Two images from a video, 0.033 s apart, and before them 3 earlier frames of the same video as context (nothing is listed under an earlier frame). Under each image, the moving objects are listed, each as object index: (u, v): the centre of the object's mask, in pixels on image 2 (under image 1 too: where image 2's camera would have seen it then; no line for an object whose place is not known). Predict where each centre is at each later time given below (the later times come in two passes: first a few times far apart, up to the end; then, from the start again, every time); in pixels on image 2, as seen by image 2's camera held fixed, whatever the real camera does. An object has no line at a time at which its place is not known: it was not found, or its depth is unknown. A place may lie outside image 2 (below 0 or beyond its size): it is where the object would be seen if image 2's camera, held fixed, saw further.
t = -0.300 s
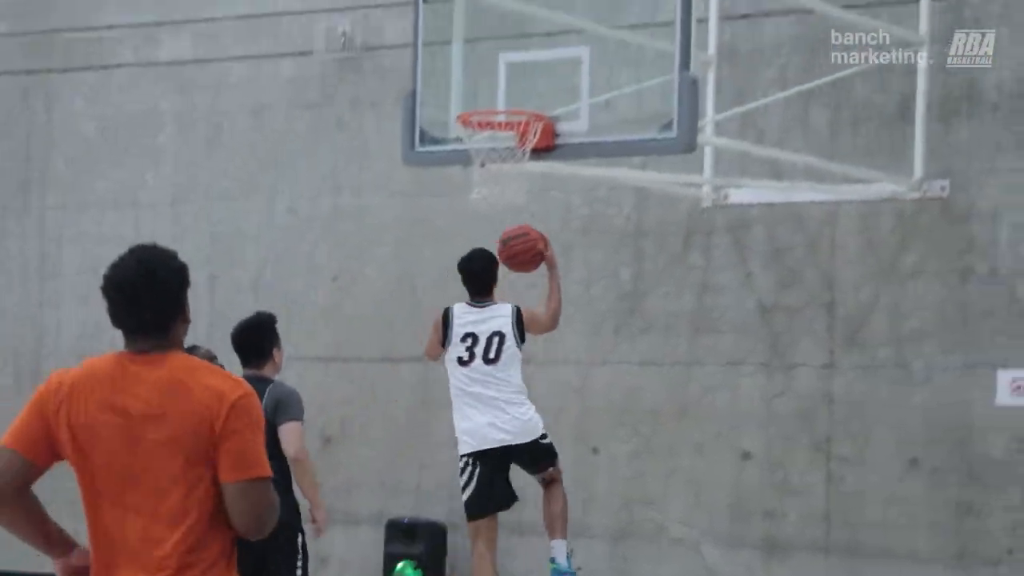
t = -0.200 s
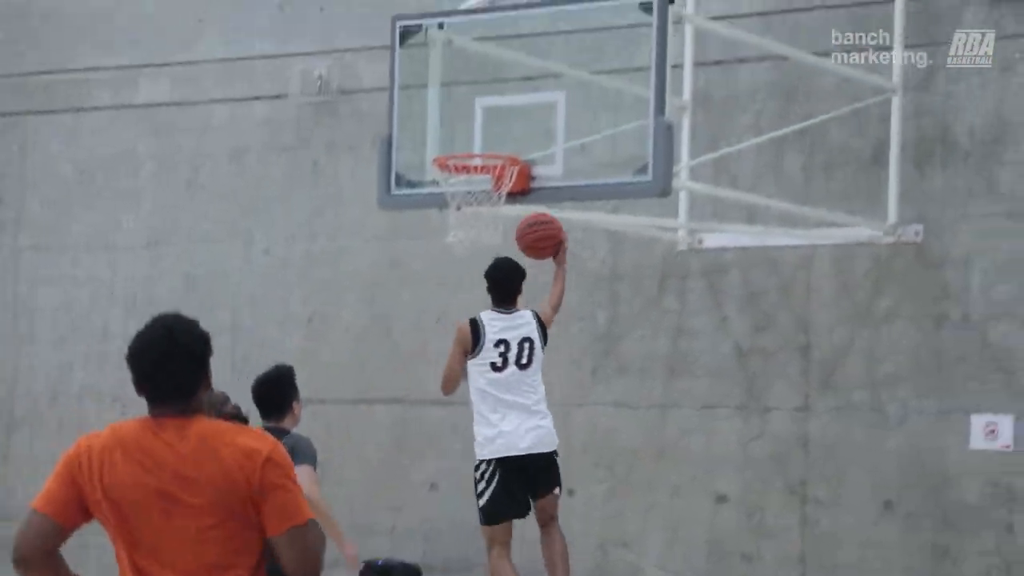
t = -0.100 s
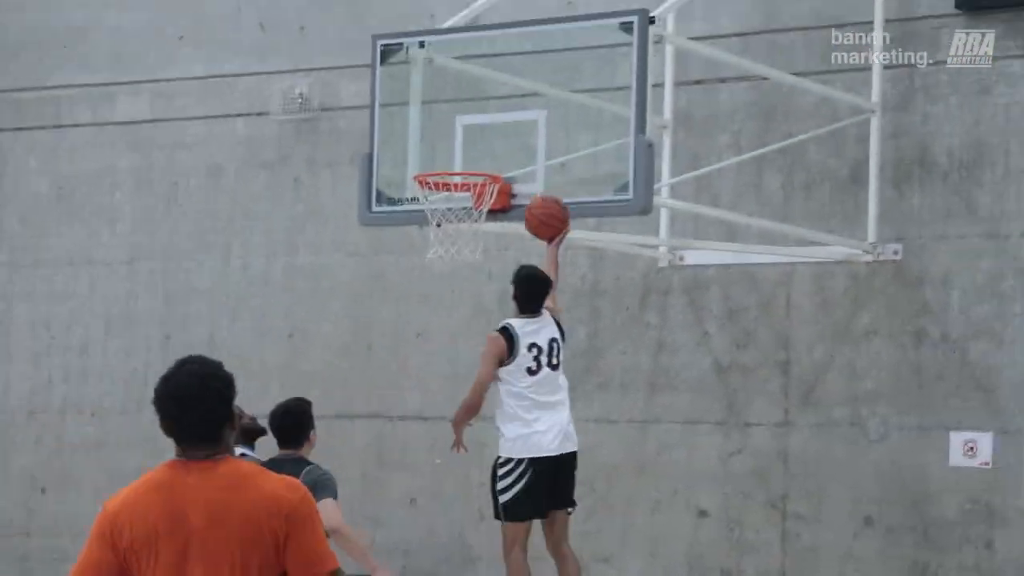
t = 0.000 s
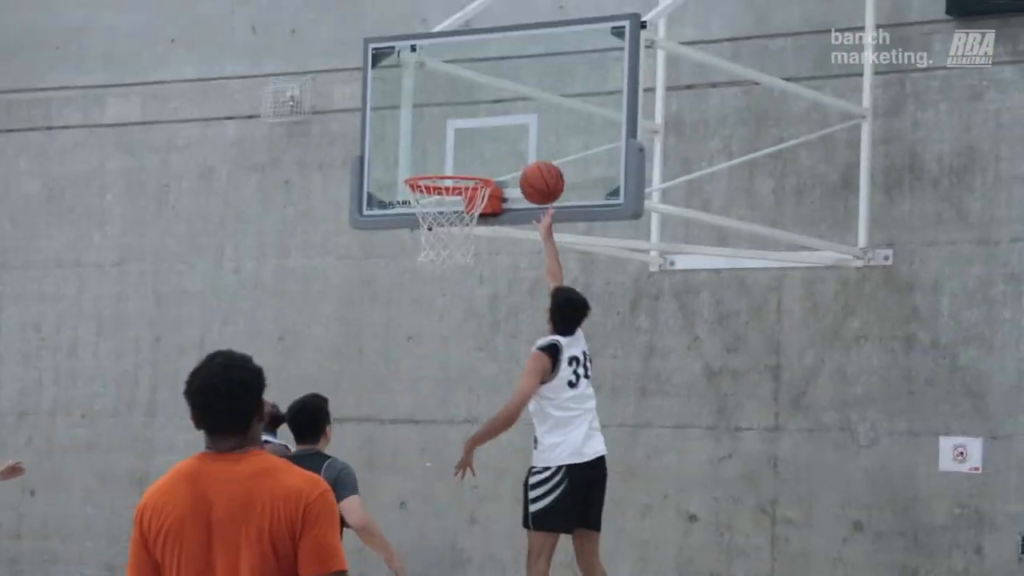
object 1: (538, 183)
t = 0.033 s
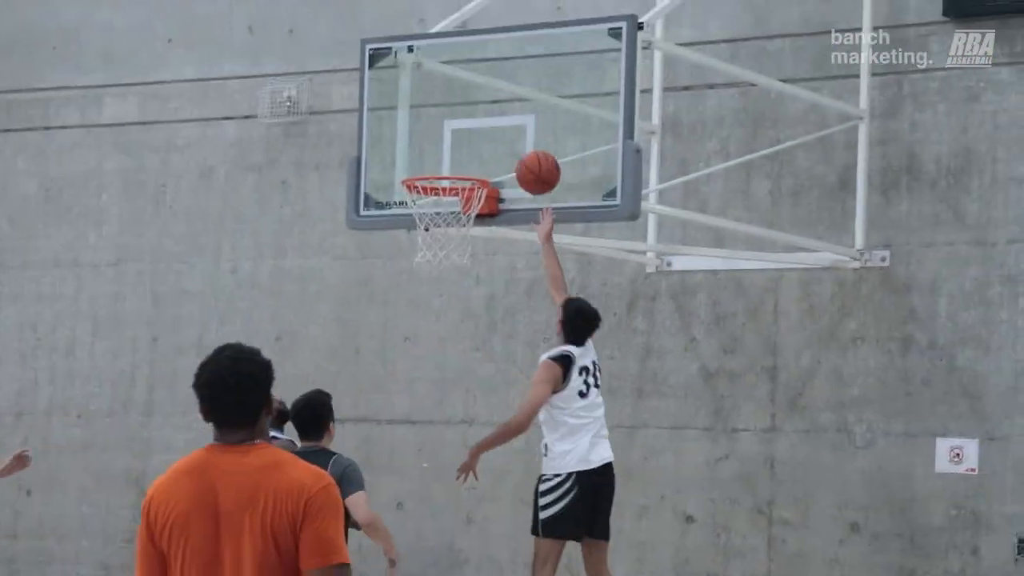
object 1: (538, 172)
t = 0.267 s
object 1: (506, 135)
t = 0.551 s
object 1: (432, 158)
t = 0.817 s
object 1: (442, 198)
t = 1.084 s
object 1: (461, 291)
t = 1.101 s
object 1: (462, 300)
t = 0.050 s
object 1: (537, 168)
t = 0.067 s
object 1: (537, 163)
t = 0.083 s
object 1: (536, 160)
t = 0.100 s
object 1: (536, 157)
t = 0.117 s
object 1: (535, 154)
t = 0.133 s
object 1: (535, 151)
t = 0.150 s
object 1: (535, 150)
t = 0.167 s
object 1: (534, 148)
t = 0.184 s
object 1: (533, 147)
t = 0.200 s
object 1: (528, 144)
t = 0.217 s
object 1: (523, 141)
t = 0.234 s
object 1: (517, 138)
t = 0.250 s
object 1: (512, 136)
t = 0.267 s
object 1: (506, 135)
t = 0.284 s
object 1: (502, 134)
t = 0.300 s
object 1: (496, 133)
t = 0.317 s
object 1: (491, 133)
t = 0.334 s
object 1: (485, 134)
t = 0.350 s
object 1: (480, 135)
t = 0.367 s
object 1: (475, 136)
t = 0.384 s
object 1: (470, 138)
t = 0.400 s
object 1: (464, 141)
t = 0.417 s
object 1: (459, 143)
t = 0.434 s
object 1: (453, 147)
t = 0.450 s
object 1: (448, 151)
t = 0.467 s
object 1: (442, 155)
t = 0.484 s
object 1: (436, 158)
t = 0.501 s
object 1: (434, 159)
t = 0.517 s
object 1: (434, 158)
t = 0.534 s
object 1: (432, 158)
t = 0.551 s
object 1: (432, 158)
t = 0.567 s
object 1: (431, 158)
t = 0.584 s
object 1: (430, 159)
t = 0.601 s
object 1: (430, 160)
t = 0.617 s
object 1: (427, 168)
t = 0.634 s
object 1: (427, 170)
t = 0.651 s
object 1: (426, 172)
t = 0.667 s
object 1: (425, 174)
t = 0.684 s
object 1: (426, 176)
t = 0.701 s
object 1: (428, 176)
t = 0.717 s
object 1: (429, 180)
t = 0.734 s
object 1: (432, 181)
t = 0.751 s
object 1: (434, 183)
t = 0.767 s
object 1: (436, 186)
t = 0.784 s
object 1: (438, 190)
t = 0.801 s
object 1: (440, 196)
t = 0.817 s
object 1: (442, 198)
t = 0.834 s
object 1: (443, 204)
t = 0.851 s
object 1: (448, 209)
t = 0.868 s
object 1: (449, 213)
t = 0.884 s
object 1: (448, 218)
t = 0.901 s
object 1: (451, 224)
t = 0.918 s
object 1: (453, 229)
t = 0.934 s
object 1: (455, 233)
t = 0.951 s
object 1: (456, 239)
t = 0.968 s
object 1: (456, 245)
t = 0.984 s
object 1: (457, 249)
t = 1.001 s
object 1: (458, 255)
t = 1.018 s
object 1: (458, 261)
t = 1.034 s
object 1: (460, 269)
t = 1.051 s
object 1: (460, 276)
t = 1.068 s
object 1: (461, 283)
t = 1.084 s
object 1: (461, 291)
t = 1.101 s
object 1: (462, 300)
